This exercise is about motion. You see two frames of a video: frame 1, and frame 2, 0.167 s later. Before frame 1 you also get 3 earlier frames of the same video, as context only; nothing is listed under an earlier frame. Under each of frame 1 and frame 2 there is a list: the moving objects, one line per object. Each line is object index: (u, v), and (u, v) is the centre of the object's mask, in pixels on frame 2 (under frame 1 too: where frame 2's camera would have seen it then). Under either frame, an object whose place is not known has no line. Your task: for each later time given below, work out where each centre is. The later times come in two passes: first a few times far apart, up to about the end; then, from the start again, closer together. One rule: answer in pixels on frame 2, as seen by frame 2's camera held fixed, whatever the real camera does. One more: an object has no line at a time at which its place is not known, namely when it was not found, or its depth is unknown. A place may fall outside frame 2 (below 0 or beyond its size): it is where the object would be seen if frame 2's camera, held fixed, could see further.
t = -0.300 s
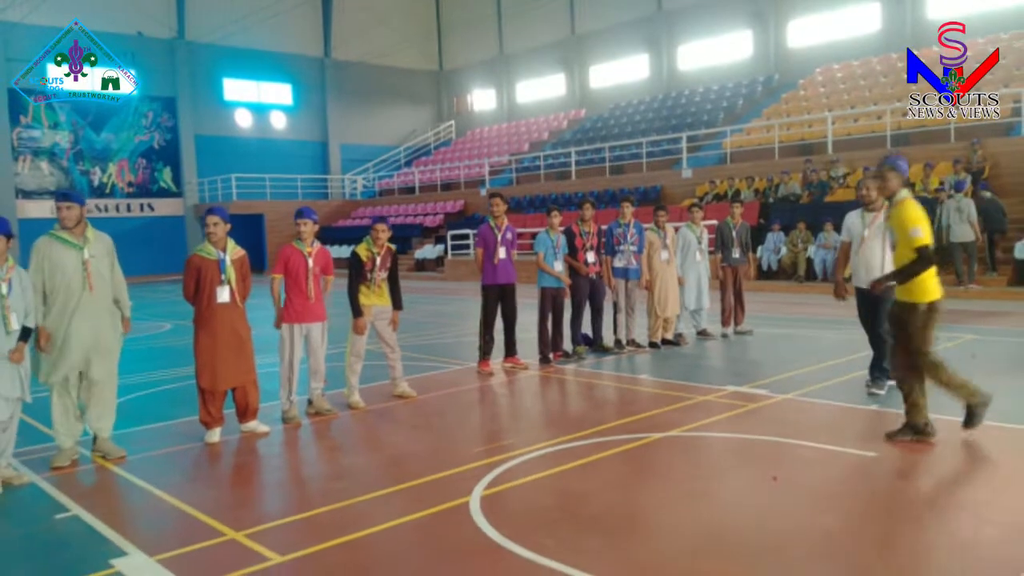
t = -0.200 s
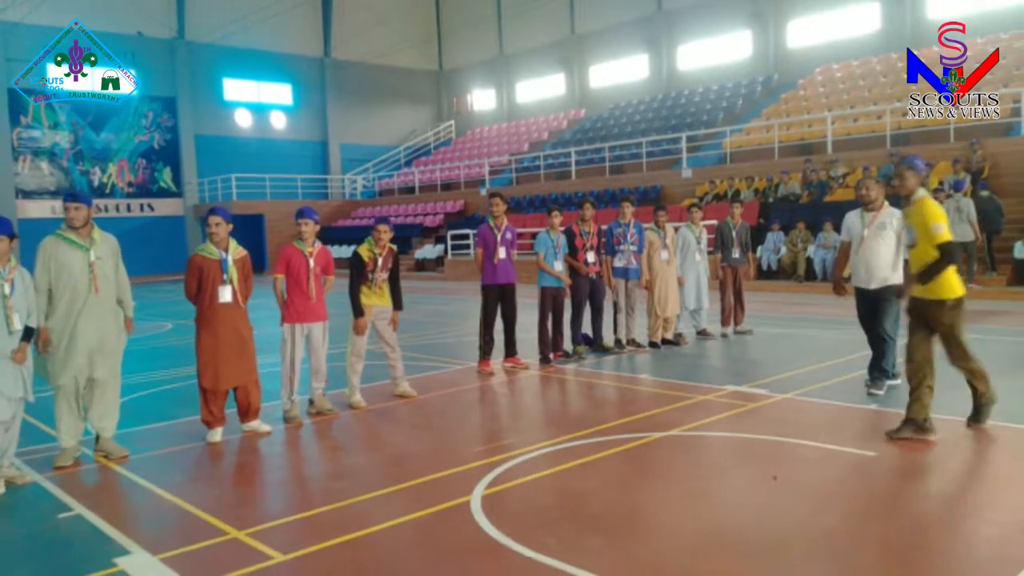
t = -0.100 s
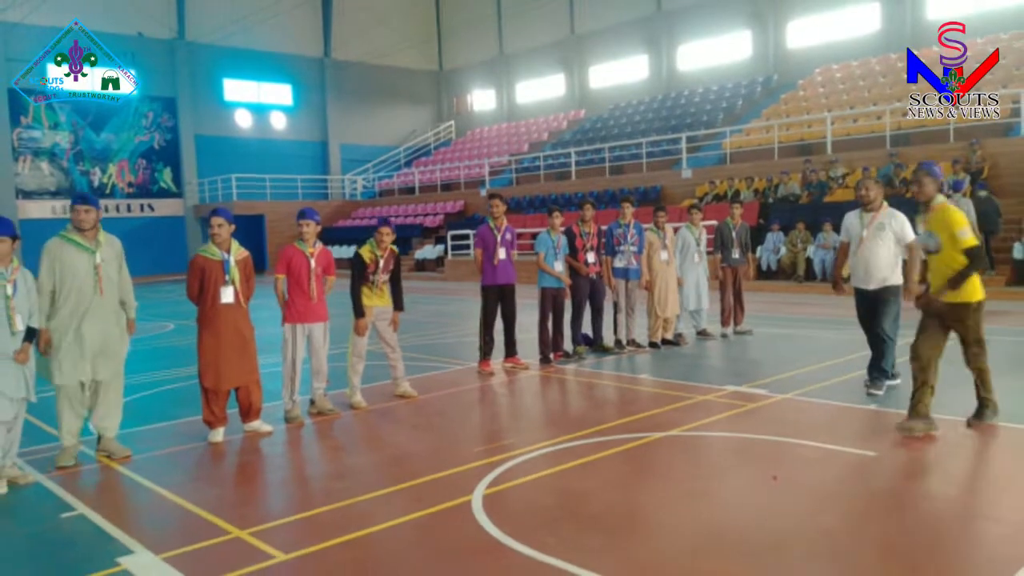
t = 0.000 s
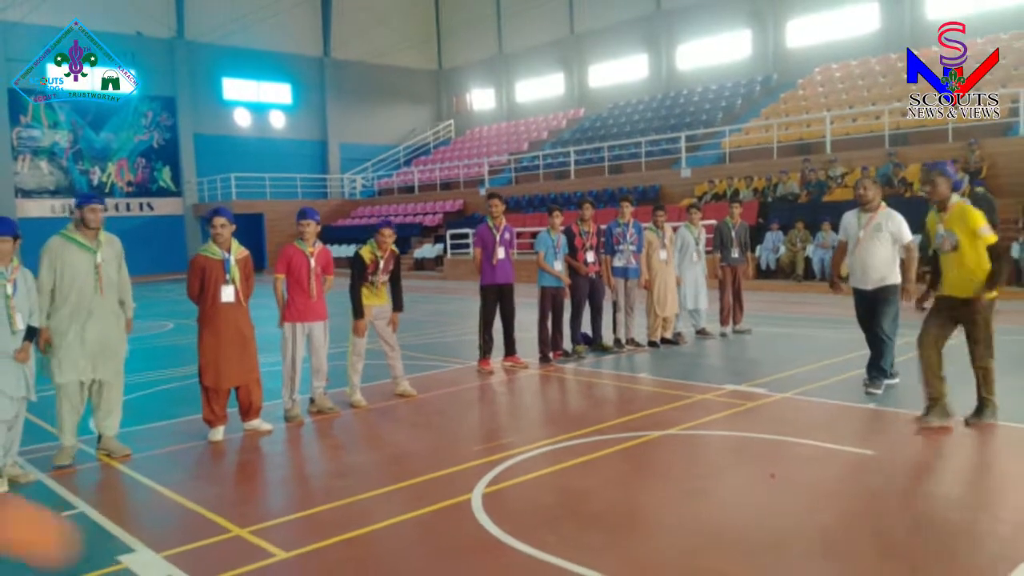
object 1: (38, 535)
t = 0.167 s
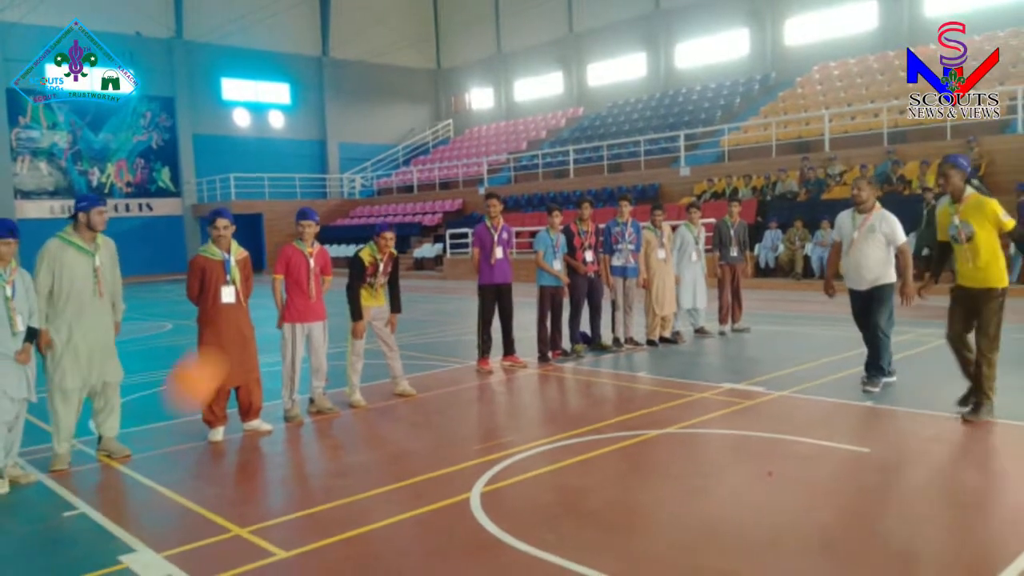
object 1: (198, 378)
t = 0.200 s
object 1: (222, 346)
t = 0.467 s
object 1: (388, 175)
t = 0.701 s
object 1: (507, 150)
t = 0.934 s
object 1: (604, 207)
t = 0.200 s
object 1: (222, 346)
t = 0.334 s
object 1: (309, 237)
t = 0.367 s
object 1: (330, 217)
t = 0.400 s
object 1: (347, 201)
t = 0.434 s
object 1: (368, 186)
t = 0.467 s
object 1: (388, 175)
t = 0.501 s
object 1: (406, 165)
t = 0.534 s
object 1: (424, 157)
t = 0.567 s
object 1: (442, 151)
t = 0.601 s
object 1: (458, 148)
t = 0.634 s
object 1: (476, 147)
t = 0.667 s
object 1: (492, 147)
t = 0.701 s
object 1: (507, 150)
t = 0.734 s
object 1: (522, 155)
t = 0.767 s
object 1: (537, 160)
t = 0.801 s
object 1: (550, 167)
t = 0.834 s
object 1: (565, 175)
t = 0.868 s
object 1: (579, 185)
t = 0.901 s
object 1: (592, 195)
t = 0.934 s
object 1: (604, 207)
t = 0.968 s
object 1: (617, 219)
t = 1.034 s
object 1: (650, 252)
